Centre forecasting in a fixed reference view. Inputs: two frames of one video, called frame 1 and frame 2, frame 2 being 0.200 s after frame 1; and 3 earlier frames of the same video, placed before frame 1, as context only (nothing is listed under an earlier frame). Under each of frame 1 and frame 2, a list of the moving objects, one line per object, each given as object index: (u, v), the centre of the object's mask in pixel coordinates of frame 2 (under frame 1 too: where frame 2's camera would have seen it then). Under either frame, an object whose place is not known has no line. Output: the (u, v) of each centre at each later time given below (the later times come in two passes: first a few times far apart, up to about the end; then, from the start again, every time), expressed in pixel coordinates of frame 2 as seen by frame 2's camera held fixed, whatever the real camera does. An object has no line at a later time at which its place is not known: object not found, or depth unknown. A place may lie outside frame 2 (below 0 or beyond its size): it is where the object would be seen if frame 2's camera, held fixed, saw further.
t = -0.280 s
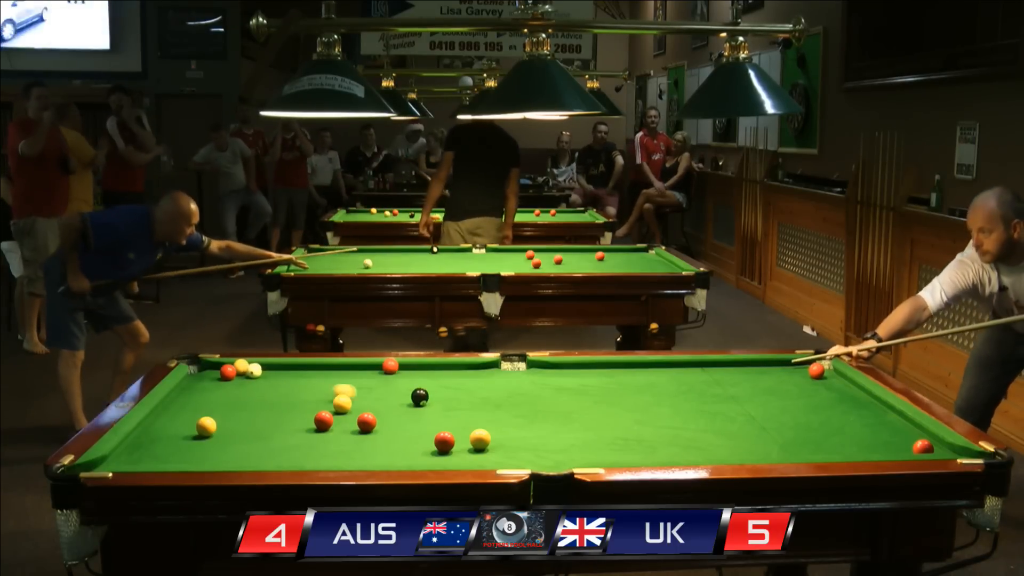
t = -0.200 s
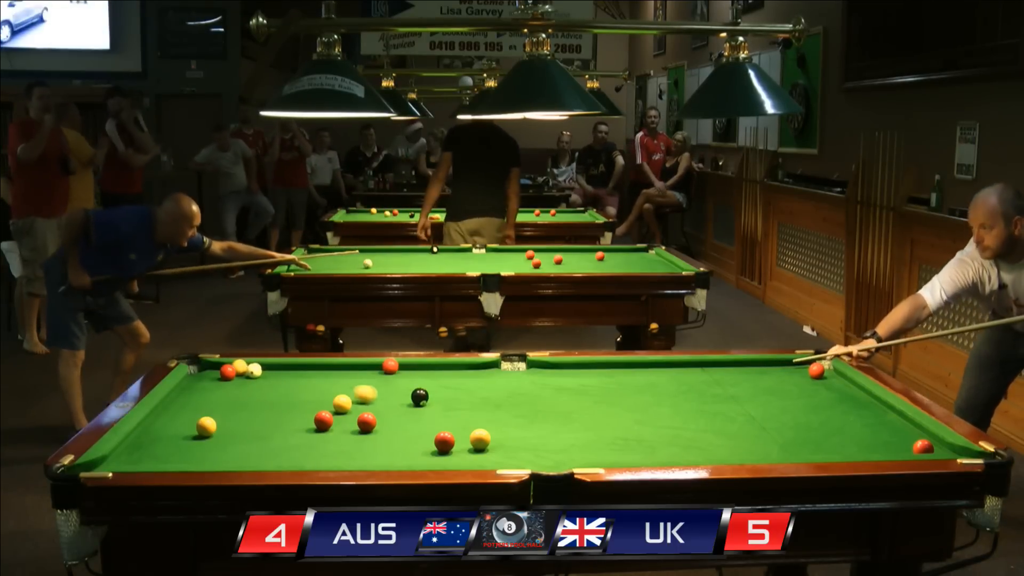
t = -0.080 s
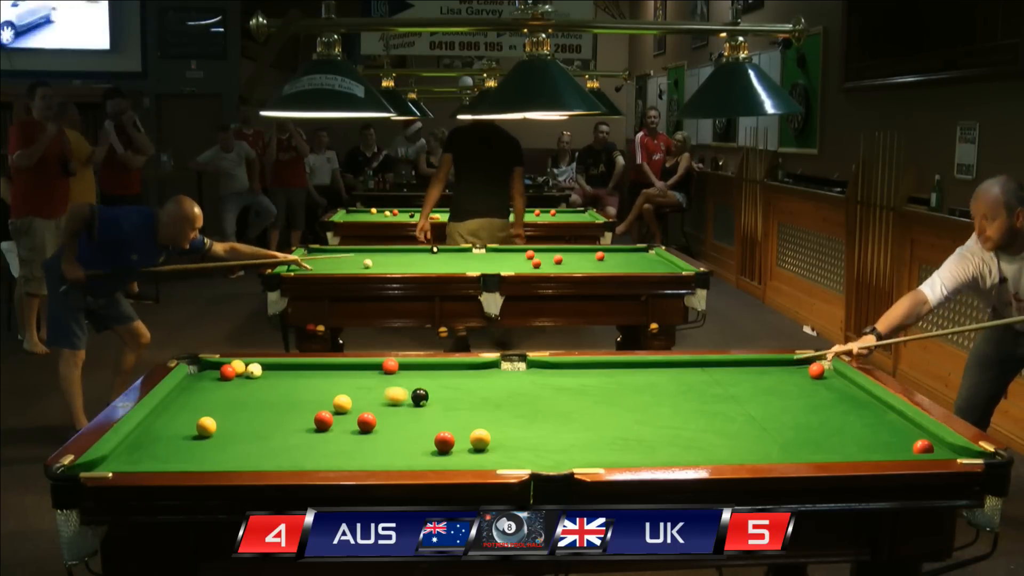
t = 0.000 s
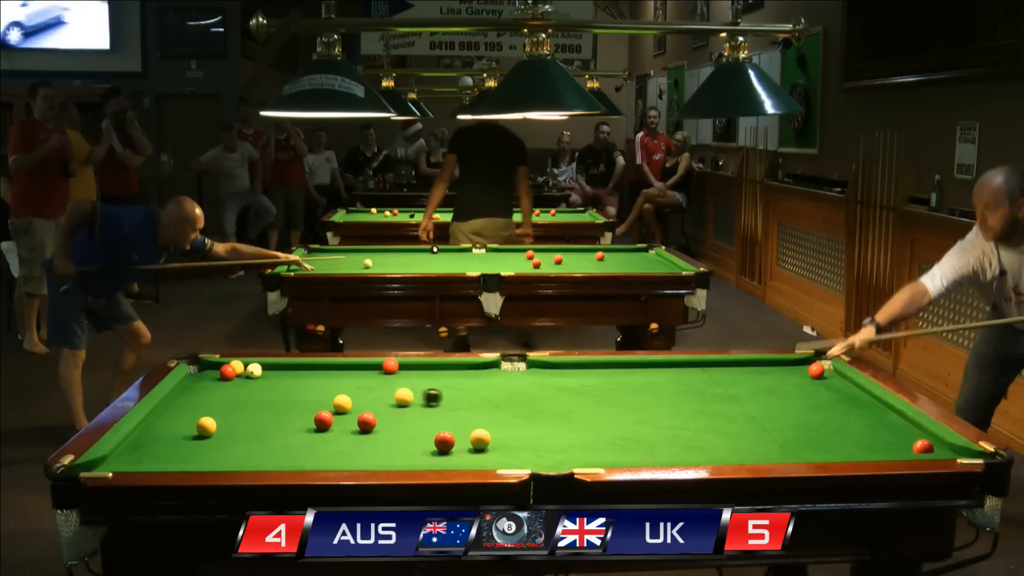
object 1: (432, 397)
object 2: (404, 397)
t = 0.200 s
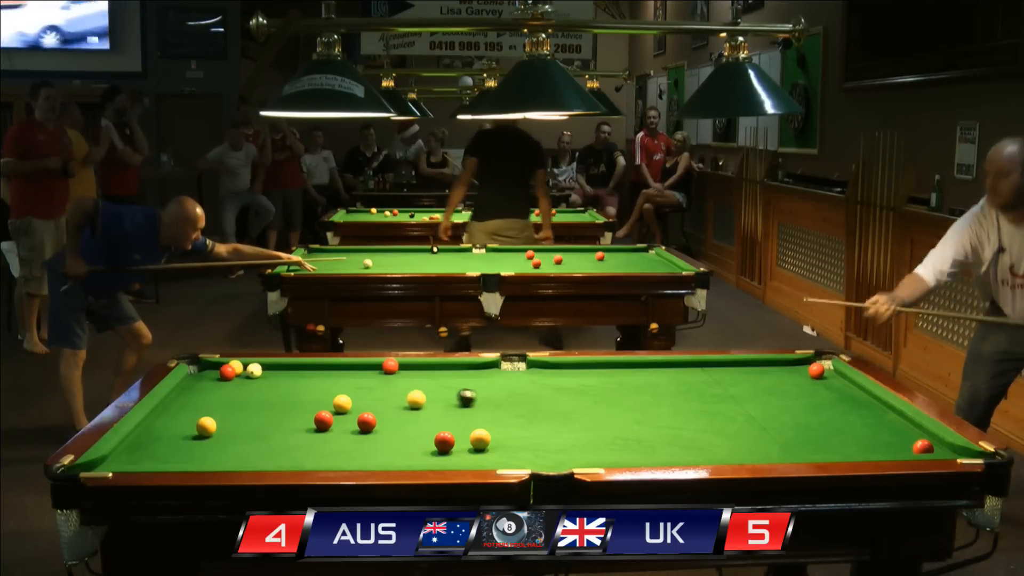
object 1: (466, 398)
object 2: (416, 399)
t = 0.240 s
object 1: (473, 398)
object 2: (419, 400)
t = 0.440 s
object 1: (505, 398)
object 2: (429, 402)
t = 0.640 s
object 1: (535, 398)
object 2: (439, 404)
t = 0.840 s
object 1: (563, 398)
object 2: (447, 405)
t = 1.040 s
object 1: (590, 398)
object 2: (454, 407)
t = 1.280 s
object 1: (619, 398)
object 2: (461, 408)
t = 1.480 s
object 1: (641, 398)
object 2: (465, 409)
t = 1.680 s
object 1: (662, 398)
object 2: (468, 409)
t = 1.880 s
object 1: (680, 398)
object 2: (469, 409)
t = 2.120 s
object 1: (700, 398)
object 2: (468, 409)
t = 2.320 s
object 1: (715, 397)
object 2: (468, 409)
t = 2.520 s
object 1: (728, 397)
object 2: (468, 409)
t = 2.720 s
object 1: (739, 397)
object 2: (468, 409)
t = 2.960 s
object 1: (751, 397)
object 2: (468, 409)
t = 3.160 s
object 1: (760, 397)
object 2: (468, 409)
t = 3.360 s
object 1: (766, 397)
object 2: (468, 409)
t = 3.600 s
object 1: (772, 397)
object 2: (468, 409)
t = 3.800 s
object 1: (775, 397)
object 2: (468, 409)
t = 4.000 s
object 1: (777, 397)
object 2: (468, 409)
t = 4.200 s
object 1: (777, 397)
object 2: (468, 409)
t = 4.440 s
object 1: (777, 397)
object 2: (468, 409)
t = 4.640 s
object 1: (776, 397)
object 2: (468, 409)
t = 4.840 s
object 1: (776, 397)
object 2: (468, 409)
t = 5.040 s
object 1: (776, 397)
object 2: (468, 409)
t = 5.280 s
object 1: (777, 397)
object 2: (468, 409)
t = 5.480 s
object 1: (777, 397)
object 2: (468, 409)
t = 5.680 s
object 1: (777, 397)
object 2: (468, 409)
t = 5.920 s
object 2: (468, 409)
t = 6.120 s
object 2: (468, 409)
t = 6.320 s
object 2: (468, 409)
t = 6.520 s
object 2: (468, 409)
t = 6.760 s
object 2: (468, 409)
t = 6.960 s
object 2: (468, 409)
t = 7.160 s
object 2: (468, 409)
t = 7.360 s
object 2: (468, 409)
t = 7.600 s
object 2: (468, 409)
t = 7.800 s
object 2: (468, 409)
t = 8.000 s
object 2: (468, 409)
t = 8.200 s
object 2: (468, 409)
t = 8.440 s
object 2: (468, 409)
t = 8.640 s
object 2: (468, 409)
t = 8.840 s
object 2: (468, 409)
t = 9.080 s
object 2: (468, 409)
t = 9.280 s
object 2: (468, 409)
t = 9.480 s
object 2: (468, 409)
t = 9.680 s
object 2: (468, 409)
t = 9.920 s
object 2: (468, 409)
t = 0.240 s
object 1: (473, 398)
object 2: (419, 400)
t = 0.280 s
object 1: (479, 398)
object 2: (421, 400)
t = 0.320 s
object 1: (486, 398)
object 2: (423, 401)
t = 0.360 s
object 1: (493, 398)
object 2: (425, 401)
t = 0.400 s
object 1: (499, 398)
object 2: (427, 402)
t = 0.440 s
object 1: (505, 398)
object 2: (429, 402)
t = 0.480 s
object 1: (511, 398)
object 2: (432, 402)
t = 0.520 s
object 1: (517, 398)
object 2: (434, 403)
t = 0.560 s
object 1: (523, 398)
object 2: (436, 403)
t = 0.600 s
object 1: (529, 398)
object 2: (437, 403)
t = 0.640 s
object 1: (535, 398)
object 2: (439, 404)
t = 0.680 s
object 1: (541, 398)
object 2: (441, 404)
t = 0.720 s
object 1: (546, 398)
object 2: (443, 404)
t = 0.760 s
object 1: (552, 398)
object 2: (444, 405)
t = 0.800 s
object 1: (557, 398)
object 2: (446, 405)
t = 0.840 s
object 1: (563, 398)
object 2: (447, 405)
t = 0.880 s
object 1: (568, 398)
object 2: (449, 406)
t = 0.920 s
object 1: (574, 398)
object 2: (451, 406)
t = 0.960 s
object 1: (580, 398)
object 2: (452, 406)
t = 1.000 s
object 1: (585, 398)
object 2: (453, 407)
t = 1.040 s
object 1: (590, 398)
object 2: (454, 407)
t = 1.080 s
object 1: (594, 398)
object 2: (456, 407)
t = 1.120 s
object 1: (600, 398)
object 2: (457, 407)
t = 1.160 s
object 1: (605, 398)
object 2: (458, 407)
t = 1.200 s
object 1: (609, 398)
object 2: (459, 408)
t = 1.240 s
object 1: (614, 398)
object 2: (460, 408)
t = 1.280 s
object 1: (619, 398)
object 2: (461, 408)
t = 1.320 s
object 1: (623, 398)
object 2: (462, 408)
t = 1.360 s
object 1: (628, 398)
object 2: (463, 408)
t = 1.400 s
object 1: (632, 398)
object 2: (464, 408)
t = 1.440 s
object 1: (637, 398)
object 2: (464, 408)
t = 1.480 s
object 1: (641, 398)
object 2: (465, 409)
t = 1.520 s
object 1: (645, 398)
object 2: (466, 409)
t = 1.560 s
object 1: (649, 398)
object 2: (466, 409)
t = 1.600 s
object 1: (654, 398)
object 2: (467, 409)
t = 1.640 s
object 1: (658, 398)
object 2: (468, 409)
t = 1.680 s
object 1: (662, 398)
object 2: (468, 409)
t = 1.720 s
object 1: (665, 398)
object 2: (468, 409)
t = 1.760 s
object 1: (669, 398)
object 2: (468, 409)
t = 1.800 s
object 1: (673, 398)
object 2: (468, 409)
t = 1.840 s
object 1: (676, 398)
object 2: (469, 409)
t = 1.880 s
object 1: (680, 398)
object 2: (469, 409)
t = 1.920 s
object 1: (683, 398)
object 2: (469, 409)
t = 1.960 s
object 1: (687, 398)
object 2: (469, 409)
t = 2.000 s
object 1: (690, 397)
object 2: (468, 409)
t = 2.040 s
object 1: (694, 398)
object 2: (468, 409)
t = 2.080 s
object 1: (697, 398)
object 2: (468, 409)
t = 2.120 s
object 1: (700, 398)
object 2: (468, 409)
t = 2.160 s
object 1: (703, 397)
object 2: (468, 409)
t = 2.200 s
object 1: (706, 397)
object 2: (468, 409)
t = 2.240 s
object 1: (709, 397)
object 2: (468, 409)
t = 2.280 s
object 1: (712, 397)
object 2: (468, 409)
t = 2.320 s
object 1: (715, 397)
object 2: (468, 409)
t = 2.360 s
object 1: (717, 397)
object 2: (468, 409)
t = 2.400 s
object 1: (720, 397)
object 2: (468, 409)
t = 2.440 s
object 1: (723, 397)
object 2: (468, 409)
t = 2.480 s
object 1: (725, 397)
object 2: (468, 409)
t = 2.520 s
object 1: (728, 397)
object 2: (468, 409)
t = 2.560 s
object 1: (730, 397)
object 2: (468, 409)
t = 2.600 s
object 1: (733, 397)
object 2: (468, 409)
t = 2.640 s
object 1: (735, 397)
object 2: (468, 409)
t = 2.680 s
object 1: (737, 397)
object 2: (468, 409)
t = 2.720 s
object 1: (739, 397)
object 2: (468, 409)
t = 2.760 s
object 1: (742, 397)
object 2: (468, 409)
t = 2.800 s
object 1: (744, 397)
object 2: (468, 409)
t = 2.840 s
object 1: (746, 397)
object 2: (468, 409)
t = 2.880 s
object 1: (748, 397)
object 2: (468, 409)
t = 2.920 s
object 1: (749, 397)
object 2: (468, 409)
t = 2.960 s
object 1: (751, 397)
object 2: (468, 409)
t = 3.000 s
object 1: (753, 397)
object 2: (468, 409)
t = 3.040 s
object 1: (755, 397)
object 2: (468, 409)
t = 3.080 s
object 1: (756, 397)
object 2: (468, 409)
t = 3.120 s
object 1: (758, 397)
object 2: (468, 409)
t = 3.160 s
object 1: (760, 397)
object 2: (468, 409)
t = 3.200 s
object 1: (761, 397)
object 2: (468, 409)
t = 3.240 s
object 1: (762, 397)
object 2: (468, 409)
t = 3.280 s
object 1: (764, 397)
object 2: (468, 409)
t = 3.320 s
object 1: (765, 397)
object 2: (468, 409)
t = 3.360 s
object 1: (766, 397)
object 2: (468, 409)
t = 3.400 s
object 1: (767, 397)
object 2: (468, 409)
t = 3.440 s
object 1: (768, 397)
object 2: (468, 409)
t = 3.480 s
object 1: (769, 397)
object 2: (468, 409)
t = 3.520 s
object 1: (770, 397)
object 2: (468, 409)
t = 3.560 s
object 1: (771, 397)
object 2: (468, 409)
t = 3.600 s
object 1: (772, 397)
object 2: (468, 409)
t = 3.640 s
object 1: (773, 397)
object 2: (468, 409)
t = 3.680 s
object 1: (774, 397)
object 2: (468, 409)
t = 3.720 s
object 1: (774, 397)
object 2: (468, 409)
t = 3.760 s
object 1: (775, 397)
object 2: (468, 409)
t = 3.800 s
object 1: (775, 397)
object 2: (468, 409)
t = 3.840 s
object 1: (776, 397)
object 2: (468, 409)
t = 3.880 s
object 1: (776, 397)
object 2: (468, 409)
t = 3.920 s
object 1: (777, 397)
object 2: (468, 409)
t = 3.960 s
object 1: (777, 397)
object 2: (468, 409)
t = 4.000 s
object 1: (777, 397)
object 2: (468, 409)
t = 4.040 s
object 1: (777, 397)
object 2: (468, 409)
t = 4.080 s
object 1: (777, 397)
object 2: (468, 409)
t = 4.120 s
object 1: (777, 397)
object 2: (468, 409)
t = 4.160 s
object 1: (777, 397)
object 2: (468, 409)
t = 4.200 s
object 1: (777, 397)
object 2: (468, 409)
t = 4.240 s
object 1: (777, 397)
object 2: (468, 409)
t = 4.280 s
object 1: (777, 397)
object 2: (468, 409)
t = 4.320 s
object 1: (777, 397)
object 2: (468, 409)
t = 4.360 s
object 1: (777, 397)
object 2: (468, 409)
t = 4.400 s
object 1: (777, 397)
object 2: (468, 409)
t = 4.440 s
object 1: (777, 397)
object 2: (468, 409)
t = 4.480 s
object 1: (777, 397)
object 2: (468, 409)
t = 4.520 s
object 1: (777, 397)
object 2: (468, 409)
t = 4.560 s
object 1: (776, 397)
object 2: (468, 409)
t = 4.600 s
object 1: (777, 397)
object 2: (468, 409)
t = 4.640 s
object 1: (776, 397)
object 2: (468, 409)
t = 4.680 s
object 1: (776, 397)
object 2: (468, 409)
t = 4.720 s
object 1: (776, 397)
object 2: (468, 409)
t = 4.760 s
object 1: (776, 397)
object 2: (468, 409)
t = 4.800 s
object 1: (776, 397)
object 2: (468, 409)
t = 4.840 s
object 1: (776, 397)
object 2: (468, 409)
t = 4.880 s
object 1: (776, 397)
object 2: (468, 409)
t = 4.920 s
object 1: (776, 397)
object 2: (468, 409)
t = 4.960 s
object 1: (776, 397)
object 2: (468, 409)
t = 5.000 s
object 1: (776, 397)
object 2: (468, 409)
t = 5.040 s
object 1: (776, 397)
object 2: (468, 409)
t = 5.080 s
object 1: (776, 397)
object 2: (468, 409)
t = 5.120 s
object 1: (776, 397)
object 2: (468, 409)
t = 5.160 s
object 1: (776, 397)
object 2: (468, 409)
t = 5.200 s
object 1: (776, 397)
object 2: (468, 409)
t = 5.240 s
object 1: (777, 397)
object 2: (468, 409)
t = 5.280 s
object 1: (777, 397)
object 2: (468, 409)
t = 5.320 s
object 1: (777, 397)
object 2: (468, 409)
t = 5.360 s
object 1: (777, 397)
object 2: (468, 409)
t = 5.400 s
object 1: (777, 397)
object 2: (468, 409)
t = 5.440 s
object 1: (777, 397)
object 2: (468, 409)
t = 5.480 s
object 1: (777, 397)
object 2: (468, 409)
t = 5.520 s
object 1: (777, 397)
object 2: (468, 409)
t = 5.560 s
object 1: (777, 397)
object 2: (468, 409)
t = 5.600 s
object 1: (777, 397)
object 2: (468, 409)
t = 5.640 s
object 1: (777, 397)
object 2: (468, 409)
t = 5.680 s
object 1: (777, 397)
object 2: (468, 409)
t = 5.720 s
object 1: (777, 397)
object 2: (468, 409)
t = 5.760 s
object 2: (468, 409)
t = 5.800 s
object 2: (468, 409)
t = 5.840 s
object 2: (468, 409)
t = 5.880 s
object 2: (468, 409)
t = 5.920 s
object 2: (468, 409)
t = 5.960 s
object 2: (468, 409)
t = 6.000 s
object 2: (468, 409)
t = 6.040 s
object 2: (468, 409)
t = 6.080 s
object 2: (468, 409)
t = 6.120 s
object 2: (468, 409)
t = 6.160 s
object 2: (468, 409)
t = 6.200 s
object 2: (468, 409)
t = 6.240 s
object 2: (468, 409)
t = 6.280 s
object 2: (468, 409)
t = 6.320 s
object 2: (468, 409)
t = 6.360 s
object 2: (468, 409)
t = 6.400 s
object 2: (468, 409)
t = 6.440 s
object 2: (468, 409)
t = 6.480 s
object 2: (468, 409)
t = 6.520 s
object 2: (468, 409)
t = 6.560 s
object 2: (468, 409)
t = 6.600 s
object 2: (468, 409)
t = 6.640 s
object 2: (468, 409)
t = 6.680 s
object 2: (468, 409)
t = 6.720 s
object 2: (468, 409)
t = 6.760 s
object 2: (468, 409)
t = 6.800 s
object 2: (468, 409)
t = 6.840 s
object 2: (468, 409)
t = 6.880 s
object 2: (468, 409)
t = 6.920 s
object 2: (468, 409)
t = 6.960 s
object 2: (468, 409)
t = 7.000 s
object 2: (468, 409)
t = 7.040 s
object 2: (468, 409)
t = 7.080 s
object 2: (468, 409)
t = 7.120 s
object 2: (468, 409)
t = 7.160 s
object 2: (468, 409)
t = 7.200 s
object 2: (468, 409)
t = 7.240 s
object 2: (468, 409)
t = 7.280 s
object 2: (468, 409)
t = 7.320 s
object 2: (468, 409)
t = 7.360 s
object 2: (468, 409)
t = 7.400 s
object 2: (468, 409)
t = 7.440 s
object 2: (468, 409)
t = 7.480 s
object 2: (468, 409)
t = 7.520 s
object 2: (468, 409)
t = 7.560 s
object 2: (468, 409)
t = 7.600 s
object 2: (468, 409)
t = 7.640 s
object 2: (468, 409)
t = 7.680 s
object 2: (468, 409)
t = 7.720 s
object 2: (468, 409)
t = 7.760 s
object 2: (468, 409)
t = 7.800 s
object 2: (468, 409)
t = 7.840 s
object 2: (468, 409)
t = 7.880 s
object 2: (468, 409)
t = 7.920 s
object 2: (468, 409)
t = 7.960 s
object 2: (468, 409)
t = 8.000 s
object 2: (468, 409)
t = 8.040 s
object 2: (468, 409)
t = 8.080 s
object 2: (468, 409)
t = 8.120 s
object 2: (468, 409)
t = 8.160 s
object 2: (468, 409)
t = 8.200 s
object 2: (468, 409)
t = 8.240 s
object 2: (468, 409)
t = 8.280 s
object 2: (468, 409)
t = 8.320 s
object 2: (468, 409)
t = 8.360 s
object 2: (468, 409)
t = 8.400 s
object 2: (468, 409)
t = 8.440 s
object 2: (468, 409)
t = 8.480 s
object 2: (468, 409)
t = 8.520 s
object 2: (468, 409)
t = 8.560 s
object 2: (468, 409)
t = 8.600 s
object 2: (468, 409)
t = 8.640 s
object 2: (468, 409)
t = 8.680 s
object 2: (468, 409)
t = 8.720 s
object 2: (468, 409)
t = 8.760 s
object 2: (468, 409)
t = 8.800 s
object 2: (468, 409)
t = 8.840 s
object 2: (468, 409)
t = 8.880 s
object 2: (468, 409)
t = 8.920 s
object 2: (468, 409)
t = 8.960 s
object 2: (468, 409)
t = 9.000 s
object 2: (468, 409)
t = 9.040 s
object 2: (468, 409)
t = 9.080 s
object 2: (468, 409)
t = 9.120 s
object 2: (468, 409)
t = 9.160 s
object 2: (468, 409)
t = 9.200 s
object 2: (468, 409)
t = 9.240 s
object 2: (468, 409)
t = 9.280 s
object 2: (468, 409)
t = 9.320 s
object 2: (468, 409)
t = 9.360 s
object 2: (468, 409)
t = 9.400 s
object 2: (468, 409)
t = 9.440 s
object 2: (468, 409)
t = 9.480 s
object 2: (468, 409)
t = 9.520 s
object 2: (468, 409)
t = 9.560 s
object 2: (468, 409)
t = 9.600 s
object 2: (468, 409)
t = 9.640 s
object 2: (468, 409)
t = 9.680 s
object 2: (468, 409)
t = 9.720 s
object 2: (468, 409)
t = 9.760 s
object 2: (468, 409)
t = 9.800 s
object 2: (468, 409)
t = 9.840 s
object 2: (468, 409)
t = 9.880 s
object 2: (468, 409)
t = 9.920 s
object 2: (468, 409)
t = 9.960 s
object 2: (468, 409)
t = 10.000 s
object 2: (468, 409)
